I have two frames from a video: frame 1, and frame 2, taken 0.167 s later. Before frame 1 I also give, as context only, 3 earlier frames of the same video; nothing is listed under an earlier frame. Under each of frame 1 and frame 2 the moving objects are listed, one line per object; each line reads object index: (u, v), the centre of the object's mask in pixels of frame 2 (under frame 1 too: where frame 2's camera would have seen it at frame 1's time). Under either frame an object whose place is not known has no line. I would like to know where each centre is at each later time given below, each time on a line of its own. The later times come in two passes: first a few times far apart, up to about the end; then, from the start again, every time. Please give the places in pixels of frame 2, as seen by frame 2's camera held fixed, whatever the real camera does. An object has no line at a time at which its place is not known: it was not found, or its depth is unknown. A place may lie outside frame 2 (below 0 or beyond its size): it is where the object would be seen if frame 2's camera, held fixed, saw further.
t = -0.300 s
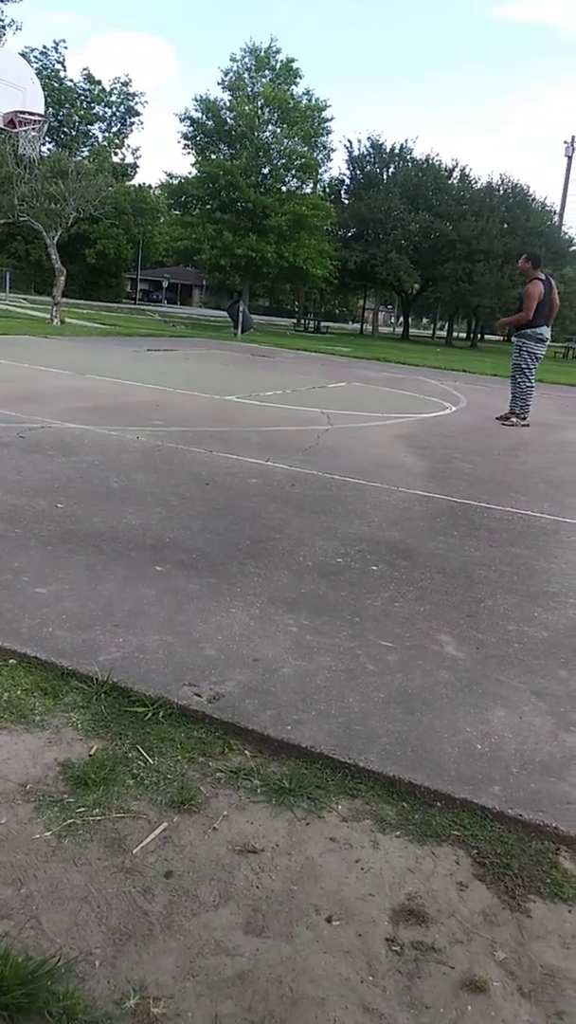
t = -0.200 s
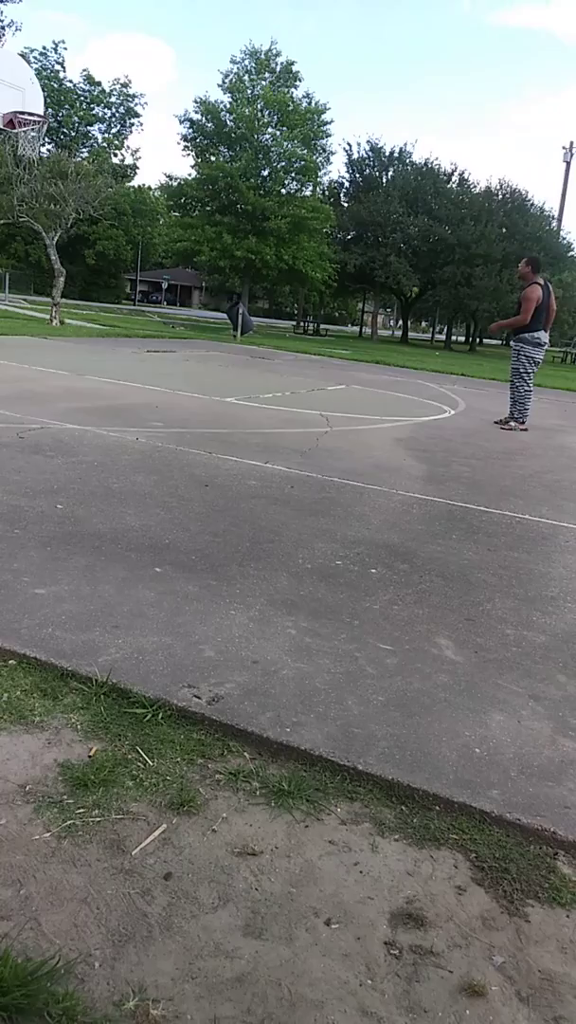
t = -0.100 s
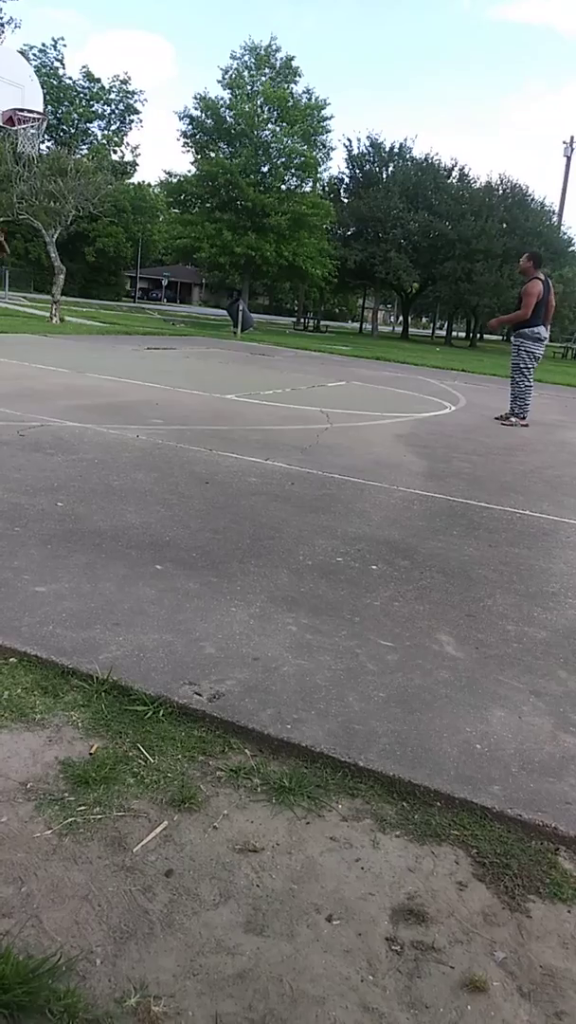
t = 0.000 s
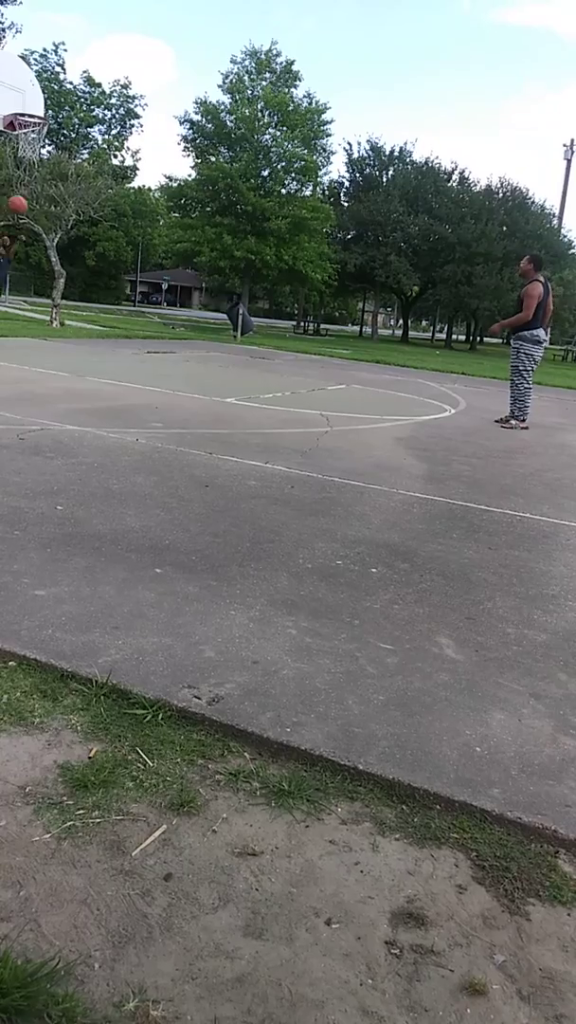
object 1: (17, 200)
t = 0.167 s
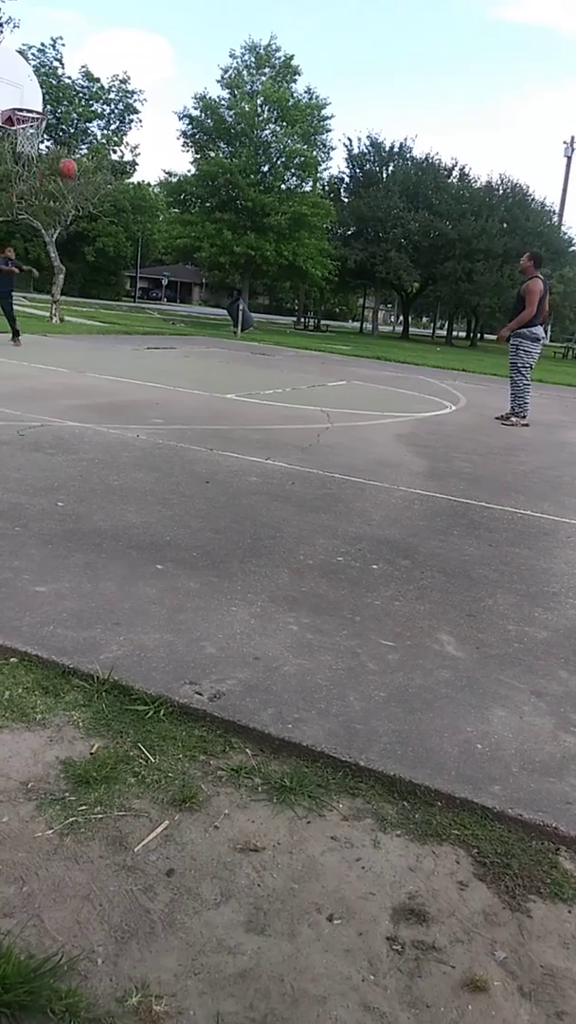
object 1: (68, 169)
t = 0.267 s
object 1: (100, 159)
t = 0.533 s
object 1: (187, 175)
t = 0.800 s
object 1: (272, 251)
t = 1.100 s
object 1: (362, 379)
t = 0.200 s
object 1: (78, 164)
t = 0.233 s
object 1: (88, 161)
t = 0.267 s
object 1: (100, 159)
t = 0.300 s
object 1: (110, 158)
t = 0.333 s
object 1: (121, 158)
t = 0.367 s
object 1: (132, 159)
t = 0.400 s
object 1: (142, 160)
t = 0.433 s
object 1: (154, 162)
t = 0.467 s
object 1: (165, 166)
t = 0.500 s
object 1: (175, 170)
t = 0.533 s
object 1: (187, 175)
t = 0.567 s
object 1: (197, 181)
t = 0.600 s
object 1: (208, 188)
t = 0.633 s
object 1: (219, 196)
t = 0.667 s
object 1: (230, 205)
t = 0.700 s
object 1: (240, 215)
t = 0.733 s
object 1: (251, 227)
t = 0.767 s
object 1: (261, 239)
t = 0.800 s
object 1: (272, 251)
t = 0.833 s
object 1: (283, 265)
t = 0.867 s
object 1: (293, 280)
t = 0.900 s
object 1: (304, 296)
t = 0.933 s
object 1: (314, 313)
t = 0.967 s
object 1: (325, 331)
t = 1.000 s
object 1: (334, 350)
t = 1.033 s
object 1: (344, 370)
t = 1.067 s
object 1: (355, 390)
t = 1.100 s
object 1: (362, 379)
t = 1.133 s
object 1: (370, 364)
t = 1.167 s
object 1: (378, 350)
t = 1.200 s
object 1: (386, 336)
